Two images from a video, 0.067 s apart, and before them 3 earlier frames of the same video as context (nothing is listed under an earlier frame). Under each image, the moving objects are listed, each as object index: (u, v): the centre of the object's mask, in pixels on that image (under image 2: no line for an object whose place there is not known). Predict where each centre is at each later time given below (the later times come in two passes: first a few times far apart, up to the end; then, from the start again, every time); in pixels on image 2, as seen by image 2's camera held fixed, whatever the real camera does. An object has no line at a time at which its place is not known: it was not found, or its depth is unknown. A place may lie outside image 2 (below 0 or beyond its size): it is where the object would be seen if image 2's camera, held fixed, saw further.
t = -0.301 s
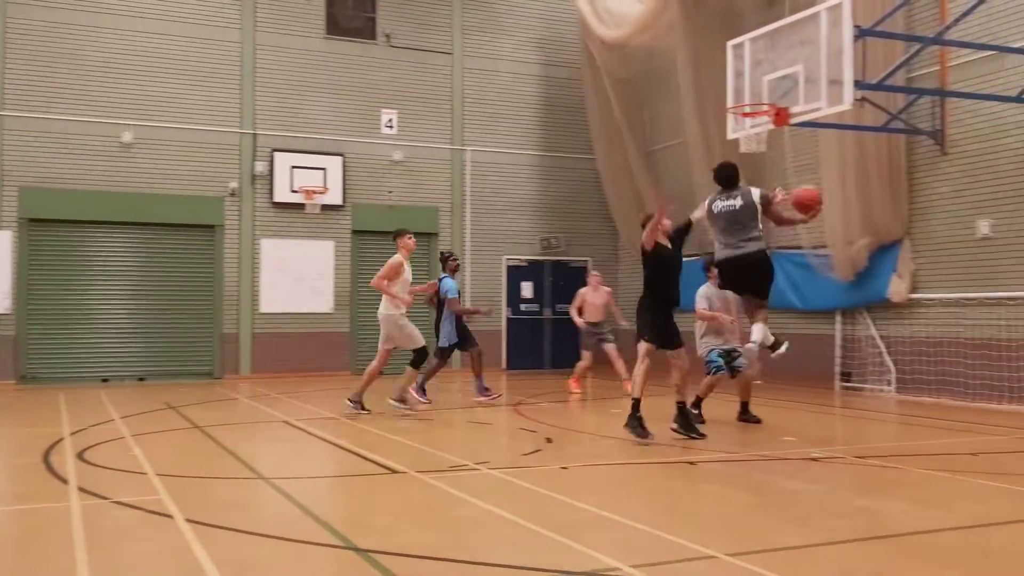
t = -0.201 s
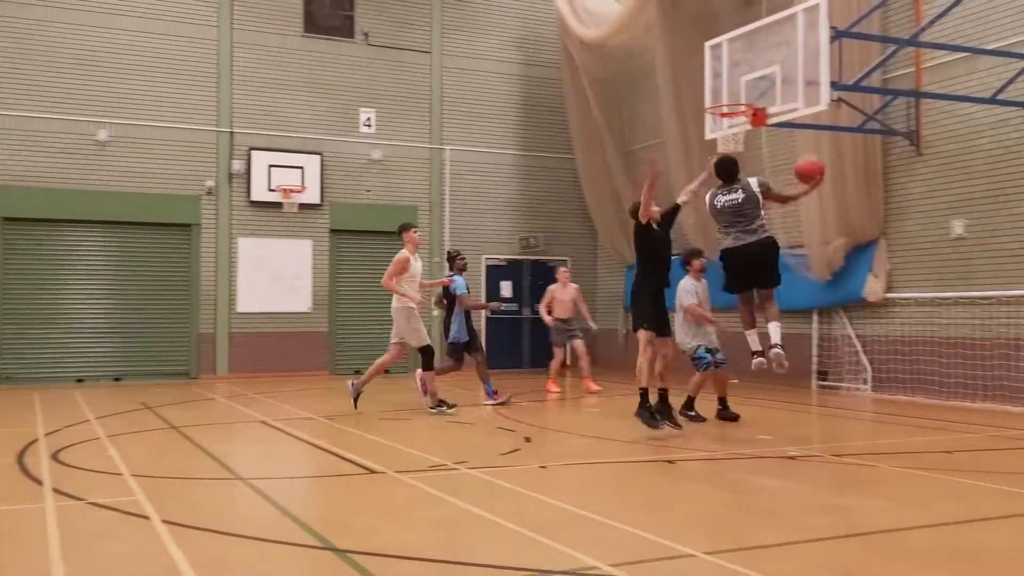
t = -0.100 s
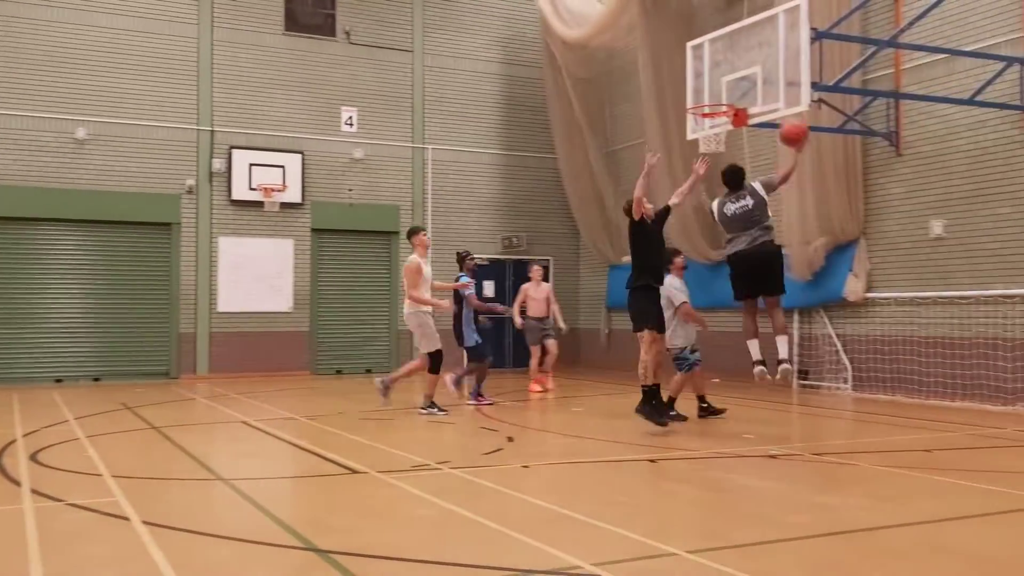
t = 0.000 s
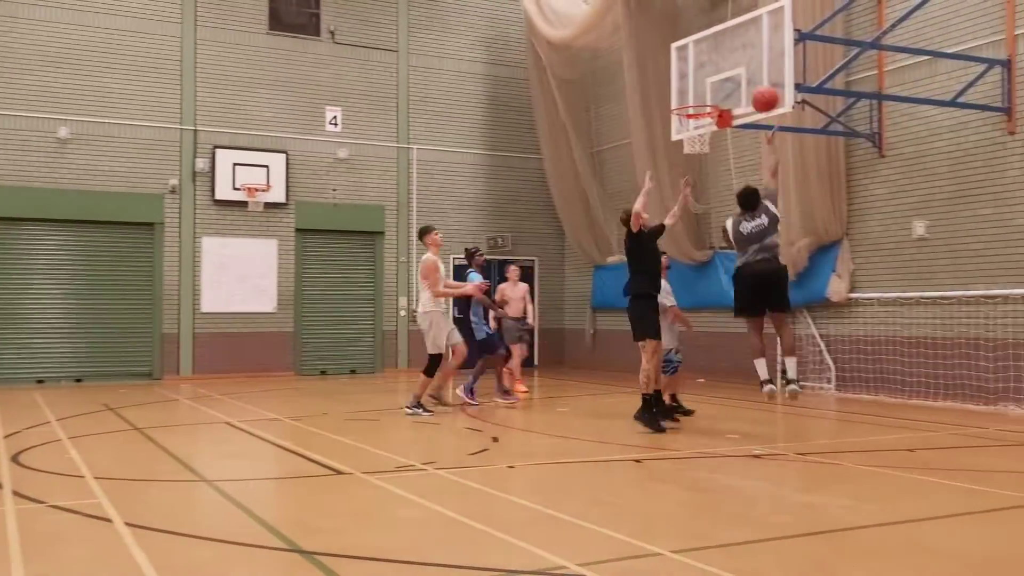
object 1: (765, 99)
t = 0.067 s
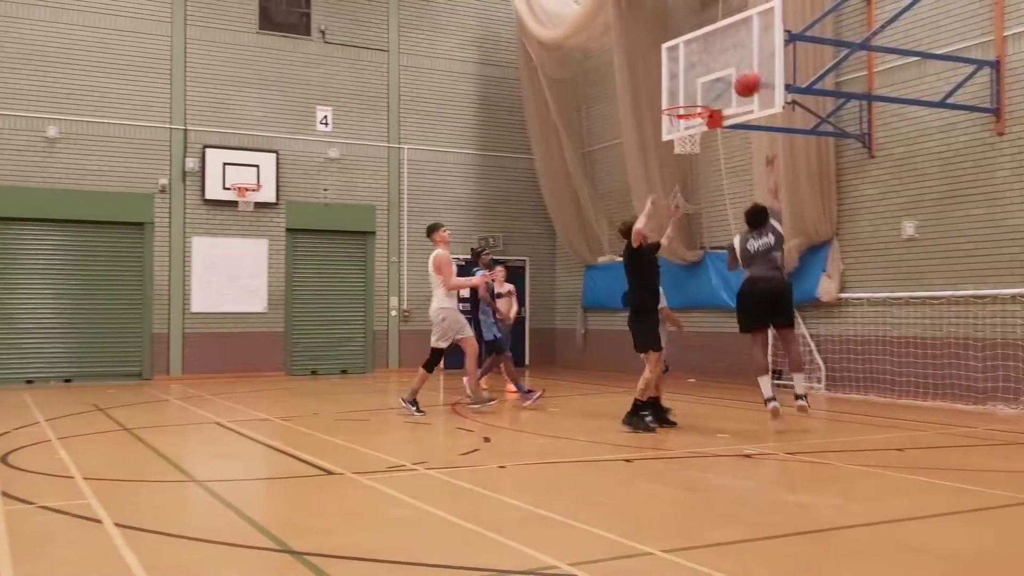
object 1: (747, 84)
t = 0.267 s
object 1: (722, 66)
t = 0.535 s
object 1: (693, 103)
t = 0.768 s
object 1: (671, 145)
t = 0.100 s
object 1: (742, 78)
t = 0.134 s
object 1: (738, 73)
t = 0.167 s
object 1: (734, 70)
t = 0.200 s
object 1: (730, 67)
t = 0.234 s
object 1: (726, 66)
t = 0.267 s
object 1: (722, 66)
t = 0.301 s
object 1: (719, 67)
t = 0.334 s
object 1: (715, 70)
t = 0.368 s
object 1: (711, 73)
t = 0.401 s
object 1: (707, 77)
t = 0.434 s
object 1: (704, 83)
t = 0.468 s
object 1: (700, 89)
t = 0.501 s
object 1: (697, 96)
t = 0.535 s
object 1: (693, 103)
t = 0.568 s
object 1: (687, 115)
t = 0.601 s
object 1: (683, 122)
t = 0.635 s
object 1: (682, 125)
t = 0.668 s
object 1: (675, 137)
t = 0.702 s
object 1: (675, 140)
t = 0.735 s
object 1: (675, 143)
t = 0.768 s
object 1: (671, 145)
